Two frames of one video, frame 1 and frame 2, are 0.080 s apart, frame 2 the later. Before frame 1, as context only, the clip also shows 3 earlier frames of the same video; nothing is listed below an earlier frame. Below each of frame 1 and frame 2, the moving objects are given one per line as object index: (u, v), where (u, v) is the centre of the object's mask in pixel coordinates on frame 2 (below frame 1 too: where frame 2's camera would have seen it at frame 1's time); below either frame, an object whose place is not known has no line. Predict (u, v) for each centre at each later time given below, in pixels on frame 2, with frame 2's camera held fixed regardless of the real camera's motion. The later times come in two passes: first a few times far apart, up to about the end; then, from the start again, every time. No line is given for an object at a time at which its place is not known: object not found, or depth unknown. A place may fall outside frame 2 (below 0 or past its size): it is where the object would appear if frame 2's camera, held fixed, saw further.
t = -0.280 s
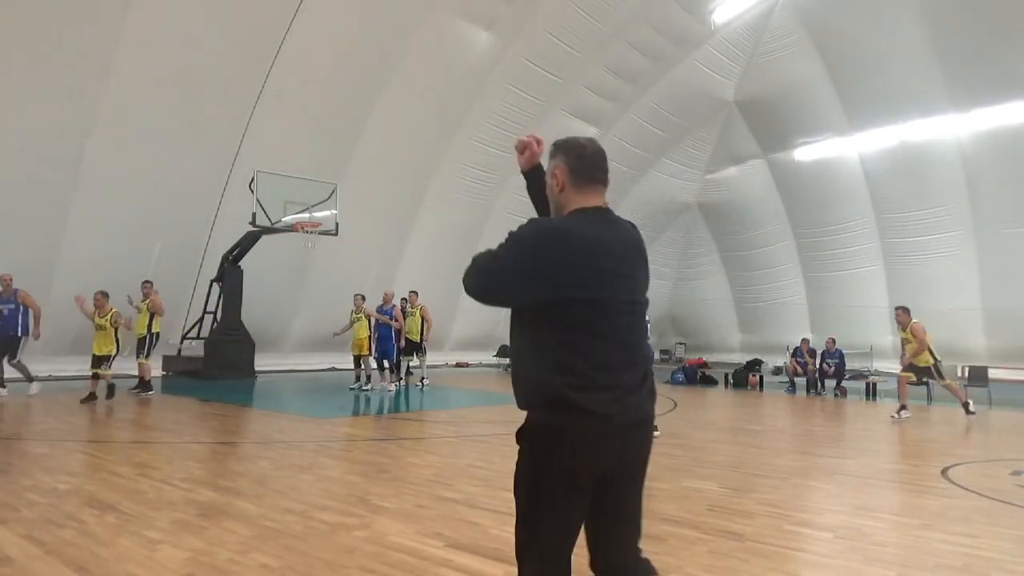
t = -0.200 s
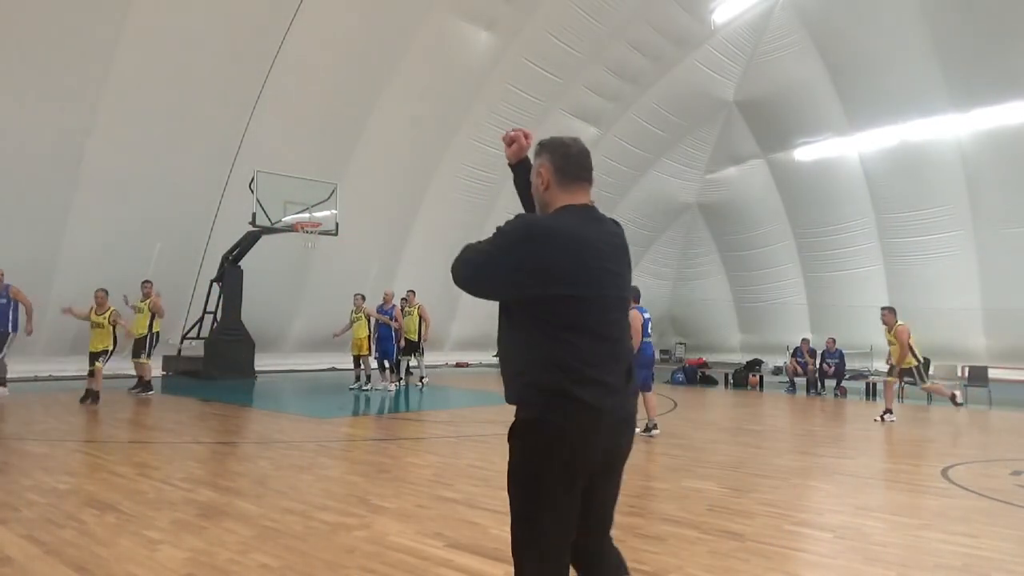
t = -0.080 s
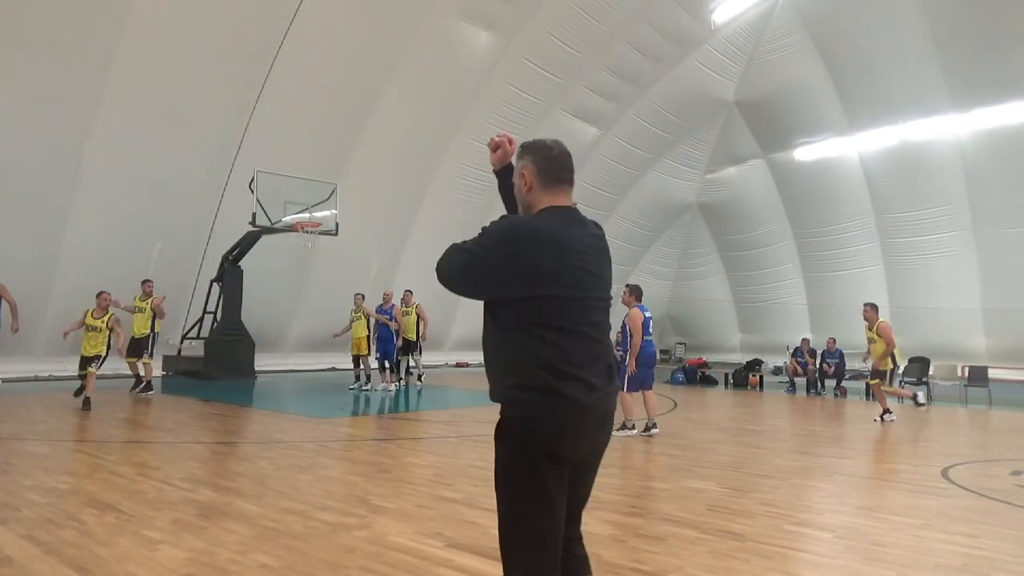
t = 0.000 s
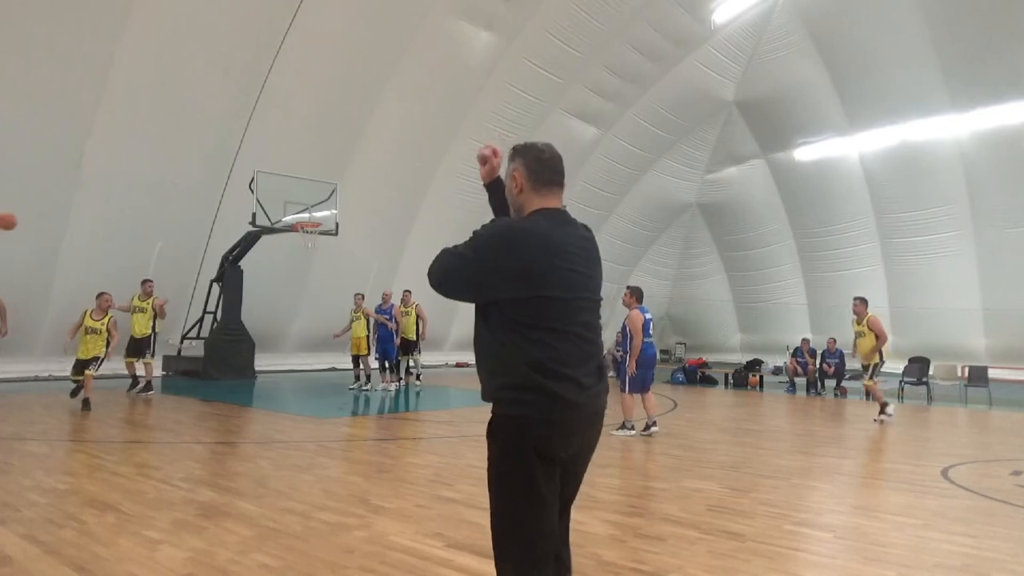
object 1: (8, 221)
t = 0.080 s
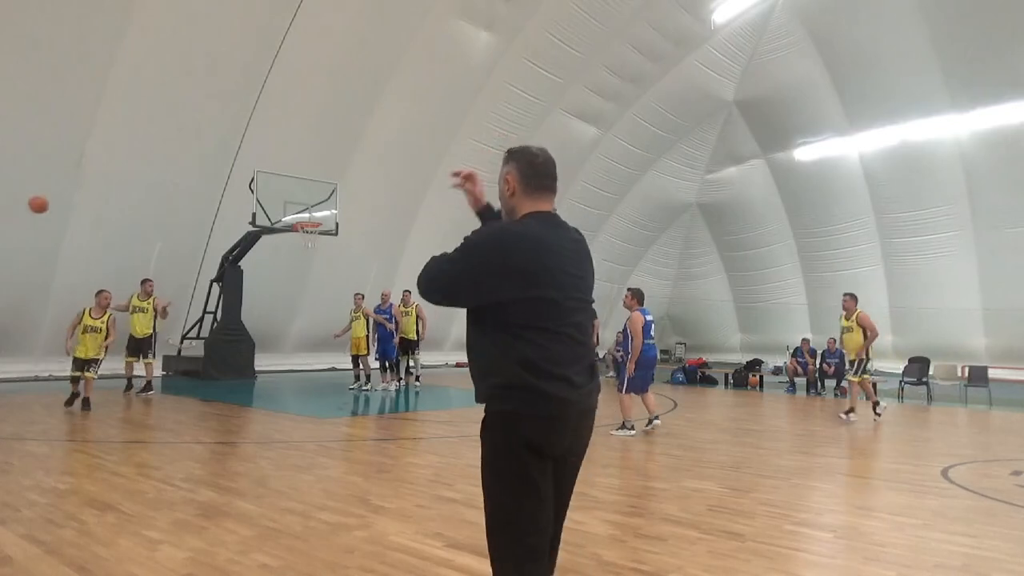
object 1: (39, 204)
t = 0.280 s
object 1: (117, 179)
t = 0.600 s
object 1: (247, 198)
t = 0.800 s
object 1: (332, 251)
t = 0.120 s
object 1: (54, 197)
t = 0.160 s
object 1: (70, 191)
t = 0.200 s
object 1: (85, 186)
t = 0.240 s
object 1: (101, 182)
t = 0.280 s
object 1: (117, 179)
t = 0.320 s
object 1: (133, 178)
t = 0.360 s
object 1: (149, 178)
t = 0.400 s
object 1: (165, 178)
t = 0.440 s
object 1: (181, 180)
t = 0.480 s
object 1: (197, 182)
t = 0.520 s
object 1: (214, 187)
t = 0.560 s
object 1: (230, 192)
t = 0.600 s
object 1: (247, 198)
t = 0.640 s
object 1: (264, 206)
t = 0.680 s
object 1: (281, 215)
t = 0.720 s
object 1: (298, 227)
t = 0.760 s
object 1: (314, 238)
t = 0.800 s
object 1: (332, 251)
